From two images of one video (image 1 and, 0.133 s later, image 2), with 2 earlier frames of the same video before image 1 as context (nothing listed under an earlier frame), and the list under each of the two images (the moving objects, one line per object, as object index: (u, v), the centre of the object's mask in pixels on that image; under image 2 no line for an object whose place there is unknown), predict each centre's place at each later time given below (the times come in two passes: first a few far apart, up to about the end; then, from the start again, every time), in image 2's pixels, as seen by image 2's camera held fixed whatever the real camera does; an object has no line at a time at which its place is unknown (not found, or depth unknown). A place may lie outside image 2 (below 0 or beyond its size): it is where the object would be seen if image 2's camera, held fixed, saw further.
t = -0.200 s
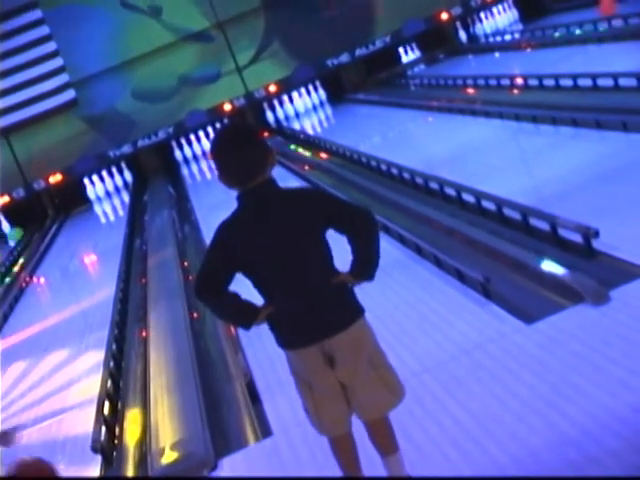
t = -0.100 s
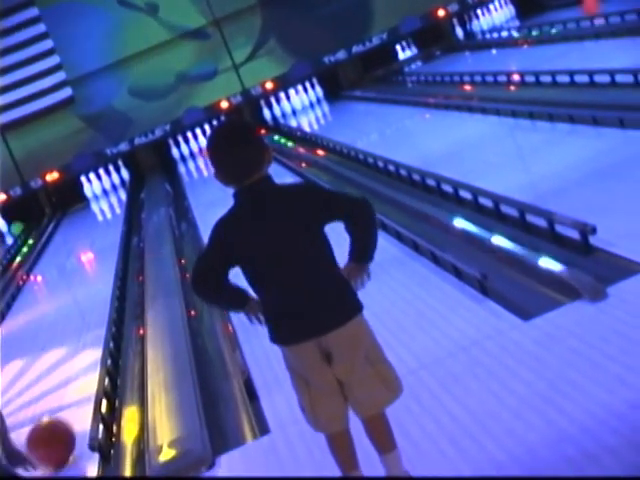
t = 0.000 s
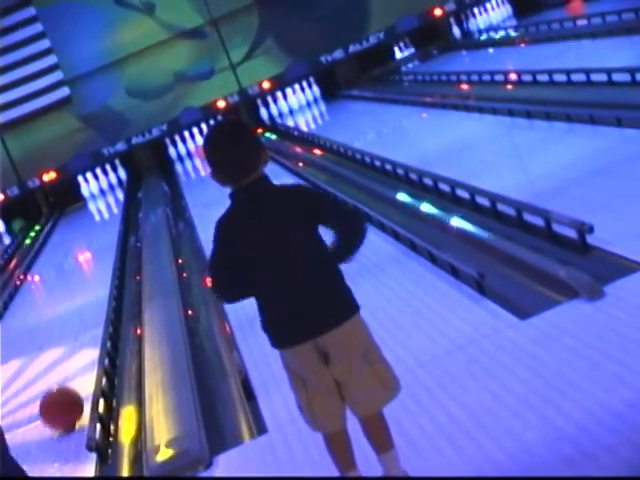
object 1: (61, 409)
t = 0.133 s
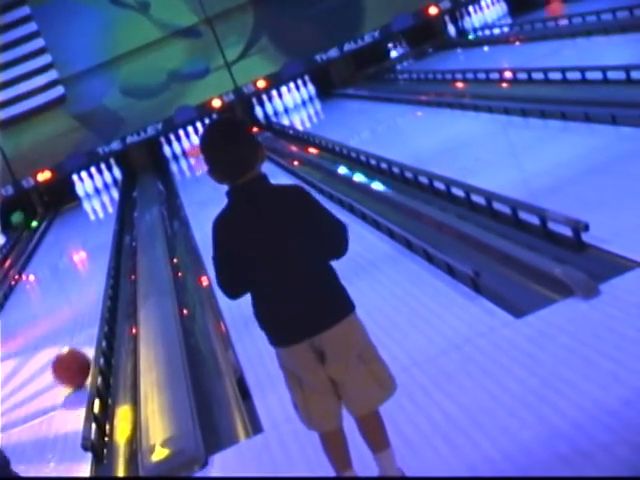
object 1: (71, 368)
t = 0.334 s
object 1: (83, 325)
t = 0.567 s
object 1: (88, 294)
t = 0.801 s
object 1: (91, 271)
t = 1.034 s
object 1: (95, 254)
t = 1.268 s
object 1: (99, 241)
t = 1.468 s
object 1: (101, 231)
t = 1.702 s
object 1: (104, 222)
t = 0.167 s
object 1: (74, 359)
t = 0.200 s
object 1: (77, 351)
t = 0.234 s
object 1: (79, 344)
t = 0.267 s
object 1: (81, 337)
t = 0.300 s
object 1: (82, 331)
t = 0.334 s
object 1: (83, 325)
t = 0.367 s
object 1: (84, 320)
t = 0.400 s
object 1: (85, 315)
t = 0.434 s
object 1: (85, 311)
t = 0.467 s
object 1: (86, 307)
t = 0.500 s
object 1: (87, 302)
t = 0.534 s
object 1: (87, 298)
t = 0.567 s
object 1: (88, 294)
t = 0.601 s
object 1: (88, 290)
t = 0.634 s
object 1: (89, 287)
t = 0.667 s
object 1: (89, 283)
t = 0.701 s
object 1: (90, 280)
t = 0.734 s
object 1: (90, 277)
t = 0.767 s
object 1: (91, 274)
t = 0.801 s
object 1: (91, 271)
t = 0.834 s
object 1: (92, 268)
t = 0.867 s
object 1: (92, 265)
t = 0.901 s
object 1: (93, 263)
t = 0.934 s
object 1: (93, 261)
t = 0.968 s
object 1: (94, 259)
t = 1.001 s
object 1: (95, 257)
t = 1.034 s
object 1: (95, 254)
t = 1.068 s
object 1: (96, 252)
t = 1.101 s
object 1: (96, 250)
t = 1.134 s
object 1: (97, 248)
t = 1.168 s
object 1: (97, 246)
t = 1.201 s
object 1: (98, 244)
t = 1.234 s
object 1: (98, 242)
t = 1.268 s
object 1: (99, 241)
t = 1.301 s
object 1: (99, 239)
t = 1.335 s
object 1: (100, 238)
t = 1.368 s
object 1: (100, 235)
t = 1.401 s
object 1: (101, 233)
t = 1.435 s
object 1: (101, 232)
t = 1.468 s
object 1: (101, 231)
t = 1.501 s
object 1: (102, 229)
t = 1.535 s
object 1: (102, 227)
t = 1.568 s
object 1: (103, 227)
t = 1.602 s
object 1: (103, 226)
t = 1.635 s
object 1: (103, 223)
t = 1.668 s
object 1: (104, 223)
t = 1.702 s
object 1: (104, 222)
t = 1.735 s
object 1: (104, 221)
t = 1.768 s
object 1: (104, 220)
